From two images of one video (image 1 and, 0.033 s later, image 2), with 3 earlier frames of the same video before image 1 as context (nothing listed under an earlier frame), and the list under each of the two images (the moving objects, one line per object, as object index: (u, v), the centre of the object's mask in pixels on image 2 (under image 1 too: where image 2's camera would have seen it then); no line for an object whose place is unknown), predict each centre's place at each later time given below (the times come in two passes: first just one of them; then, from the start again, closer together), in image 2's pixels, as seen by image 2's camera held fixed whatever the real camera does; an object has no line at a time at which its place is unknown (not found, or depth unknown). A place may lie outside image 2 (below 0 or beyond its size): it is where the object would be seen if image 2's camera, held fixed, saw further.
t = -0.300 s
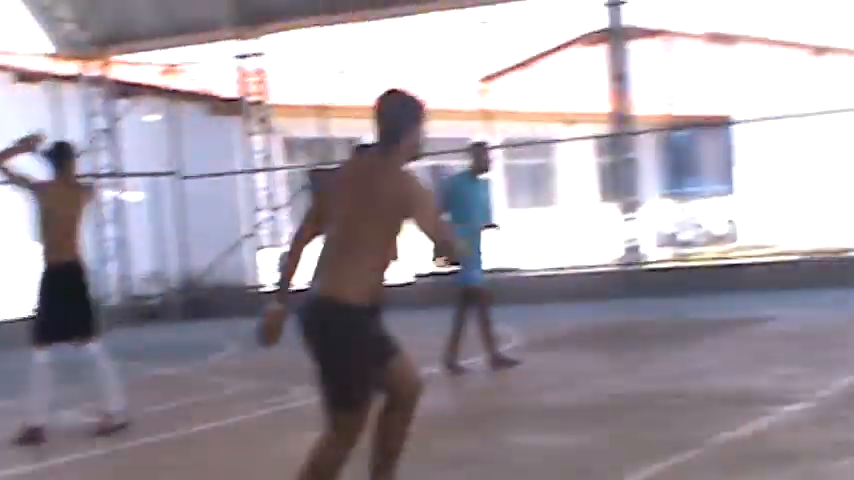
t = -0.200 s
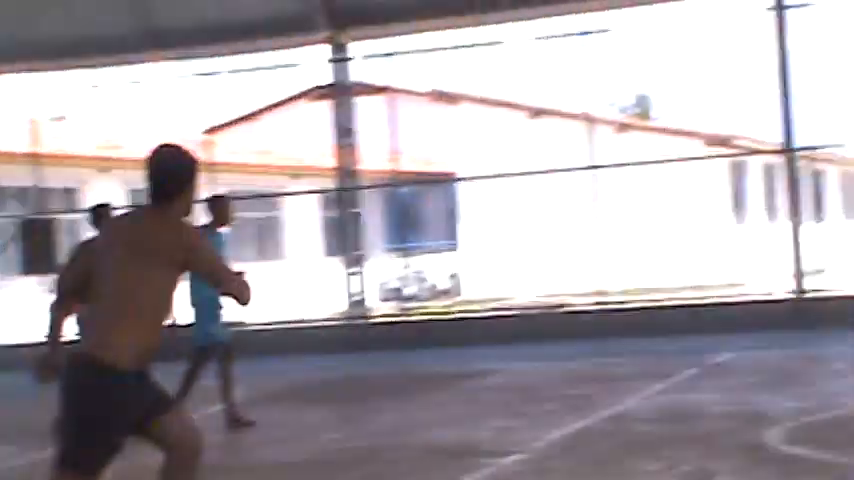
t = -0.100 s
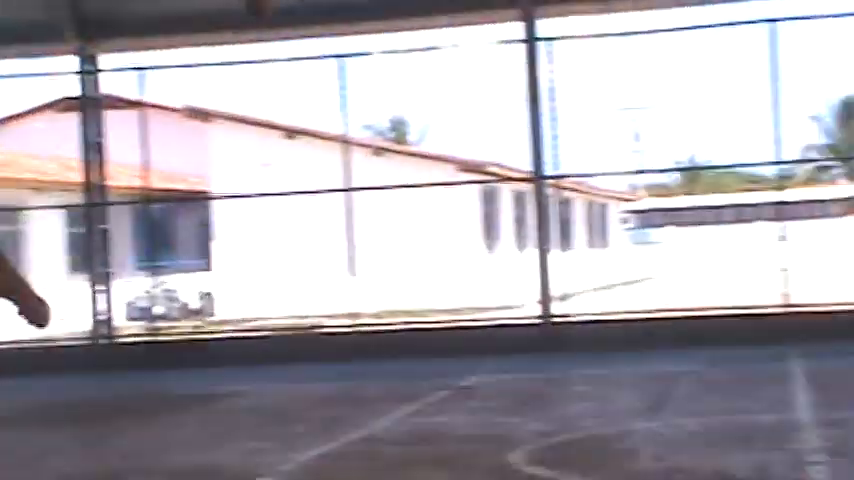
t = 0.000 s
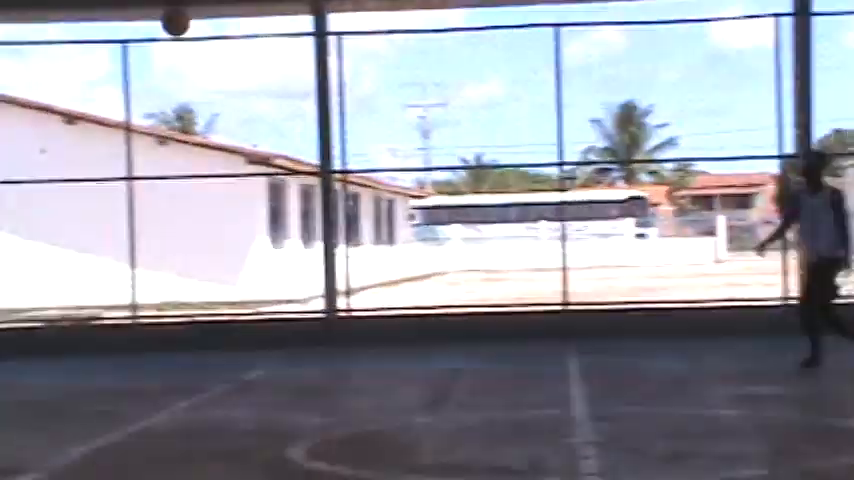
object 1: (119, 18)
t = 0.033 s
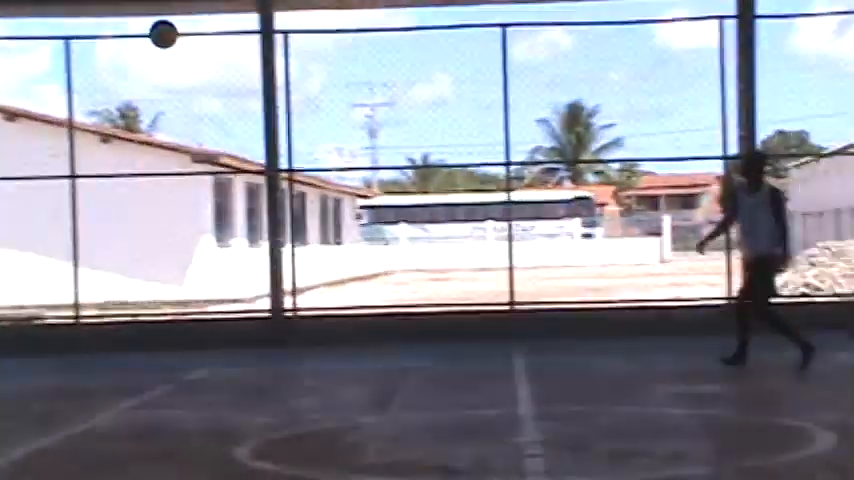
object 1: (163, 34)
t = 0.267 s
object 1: (429, 157)
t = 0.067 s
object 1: (205, 49)
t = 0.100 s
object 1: (245, 66)
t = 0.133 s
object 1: (285, 83)
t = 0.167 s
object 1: (322, 101)
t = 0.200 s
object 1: (358, 119)
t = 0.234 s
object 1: (394, 138)
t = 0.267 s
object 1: (429, 157)
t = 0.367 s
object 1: (525, 219)
